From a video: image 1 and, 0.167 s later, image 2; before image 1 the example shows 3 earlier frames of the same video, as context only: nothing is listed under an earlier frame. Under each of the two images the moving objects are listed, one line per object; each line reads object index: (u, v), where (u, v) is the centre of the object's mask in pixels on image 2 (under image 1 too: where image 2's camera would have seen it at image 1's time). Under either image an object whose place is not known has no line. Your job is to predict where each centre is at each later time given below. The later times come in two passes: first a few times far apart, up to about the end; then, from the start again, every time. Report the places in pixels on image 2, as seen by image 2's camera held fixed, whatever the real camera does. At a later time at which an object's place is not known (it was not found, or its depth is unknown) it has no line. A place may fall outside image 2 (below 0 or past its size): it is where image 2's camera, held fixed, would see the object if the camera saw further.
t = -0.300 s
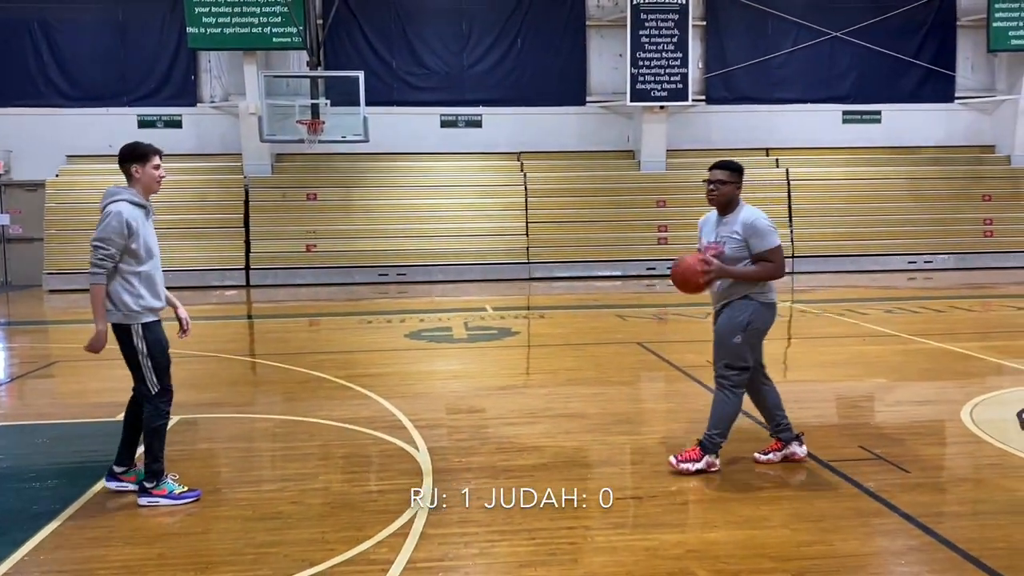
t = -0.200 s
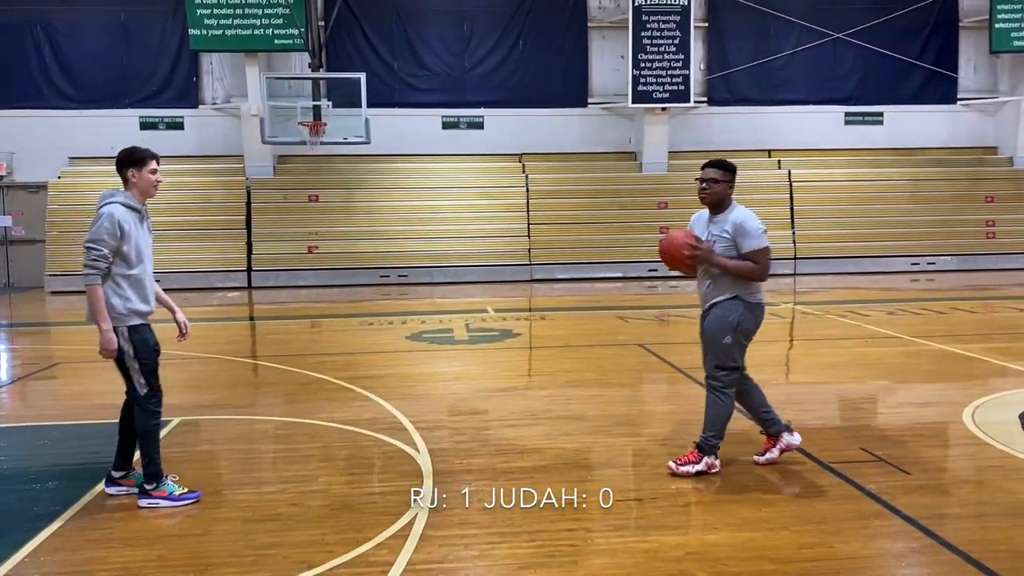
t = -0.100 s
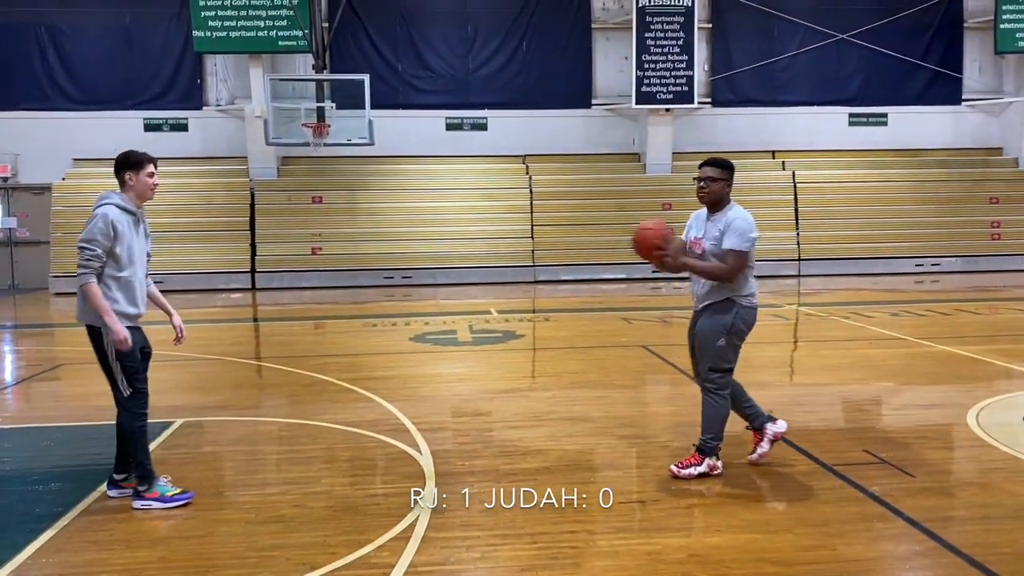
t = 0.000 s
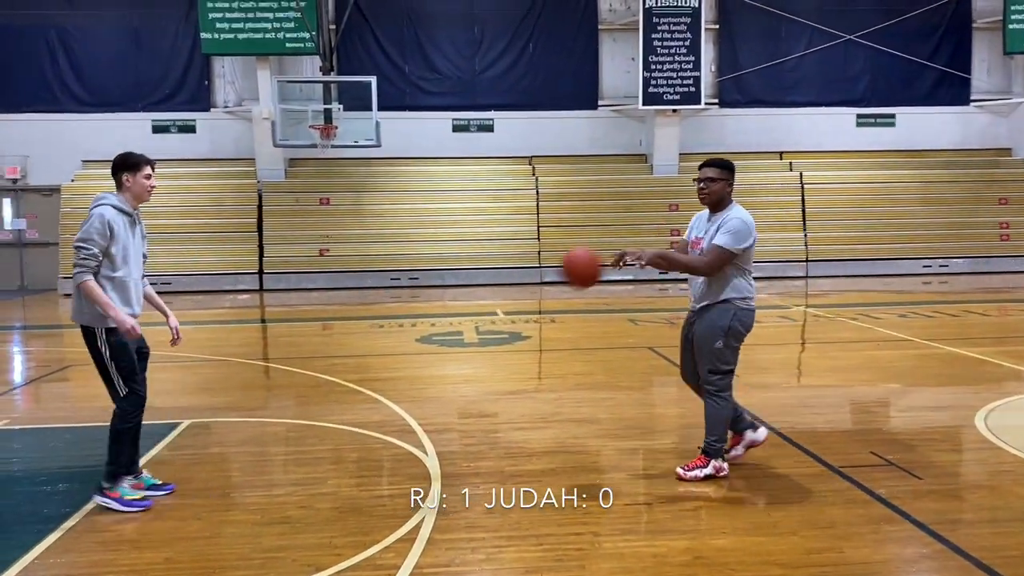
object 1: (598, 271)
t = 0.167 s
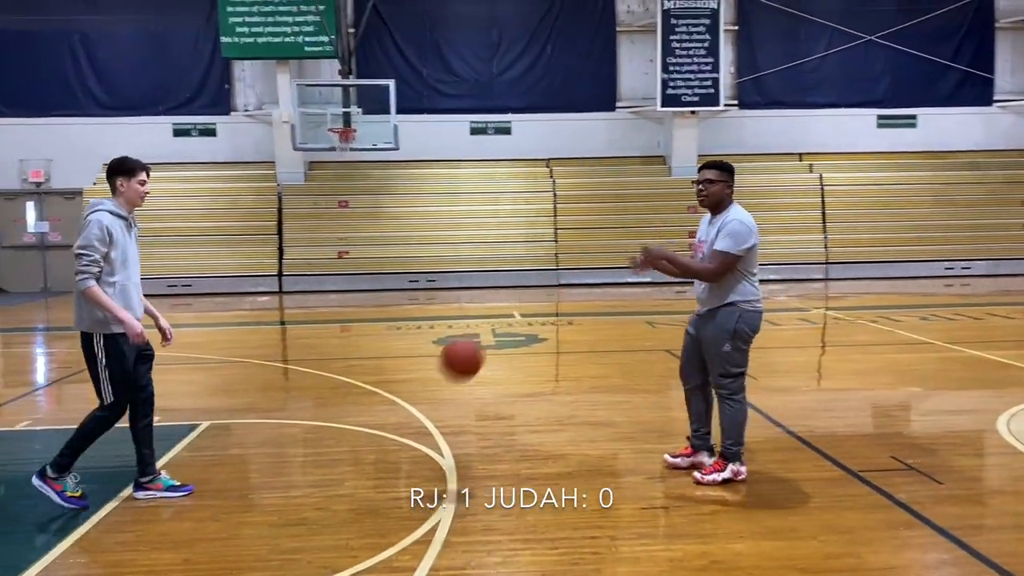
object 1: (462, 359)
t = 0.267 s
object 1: (382, 432)
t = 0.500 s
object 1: (255, 371)
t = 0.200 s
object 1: (435, 382)
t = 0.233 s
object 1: (408, 406)
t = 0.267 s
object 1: (382, 432)
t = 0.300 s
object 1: (355, 464)
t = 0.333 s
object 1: (334, 465)
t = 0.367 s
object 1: (318, 444)
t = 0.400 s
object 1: (303, 423)
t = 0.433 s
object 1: (287, 404)
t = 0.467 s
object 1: (271, 387)
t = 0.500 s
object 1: (255, 371)
